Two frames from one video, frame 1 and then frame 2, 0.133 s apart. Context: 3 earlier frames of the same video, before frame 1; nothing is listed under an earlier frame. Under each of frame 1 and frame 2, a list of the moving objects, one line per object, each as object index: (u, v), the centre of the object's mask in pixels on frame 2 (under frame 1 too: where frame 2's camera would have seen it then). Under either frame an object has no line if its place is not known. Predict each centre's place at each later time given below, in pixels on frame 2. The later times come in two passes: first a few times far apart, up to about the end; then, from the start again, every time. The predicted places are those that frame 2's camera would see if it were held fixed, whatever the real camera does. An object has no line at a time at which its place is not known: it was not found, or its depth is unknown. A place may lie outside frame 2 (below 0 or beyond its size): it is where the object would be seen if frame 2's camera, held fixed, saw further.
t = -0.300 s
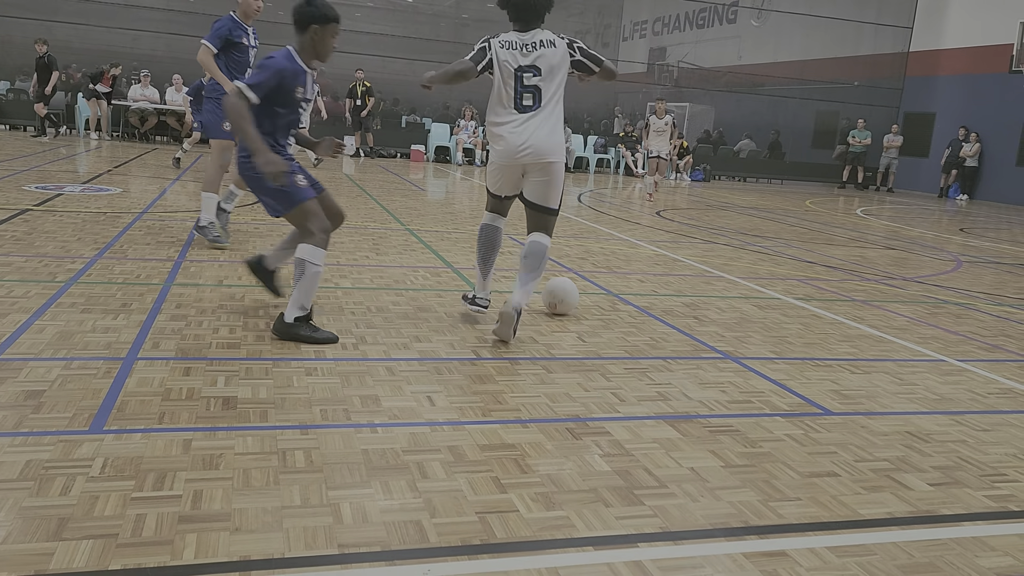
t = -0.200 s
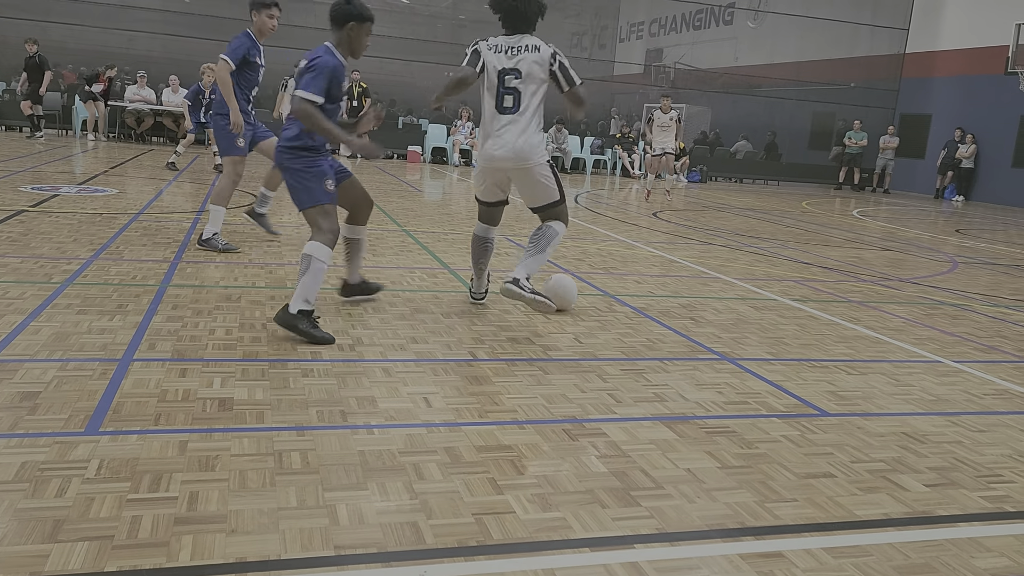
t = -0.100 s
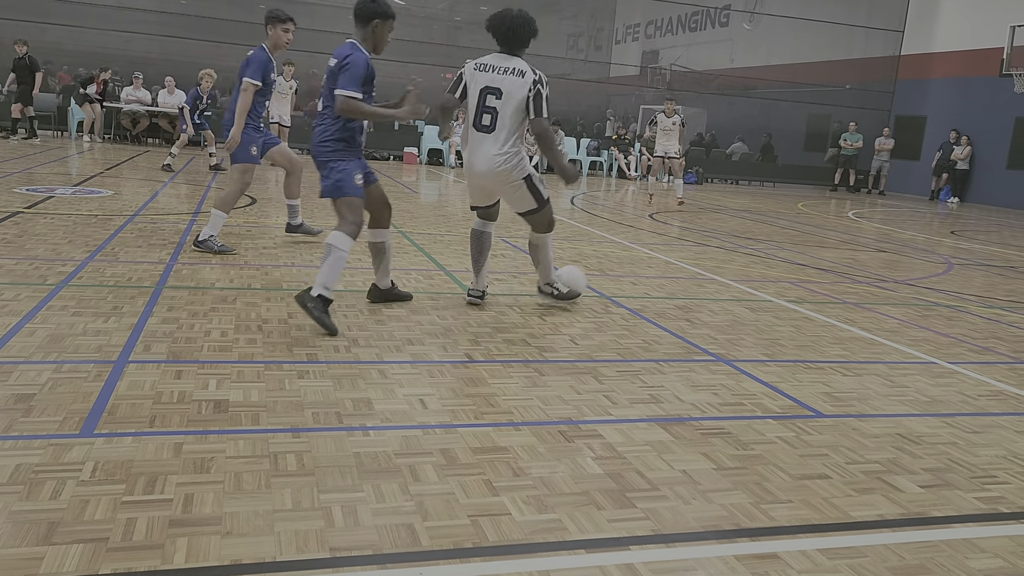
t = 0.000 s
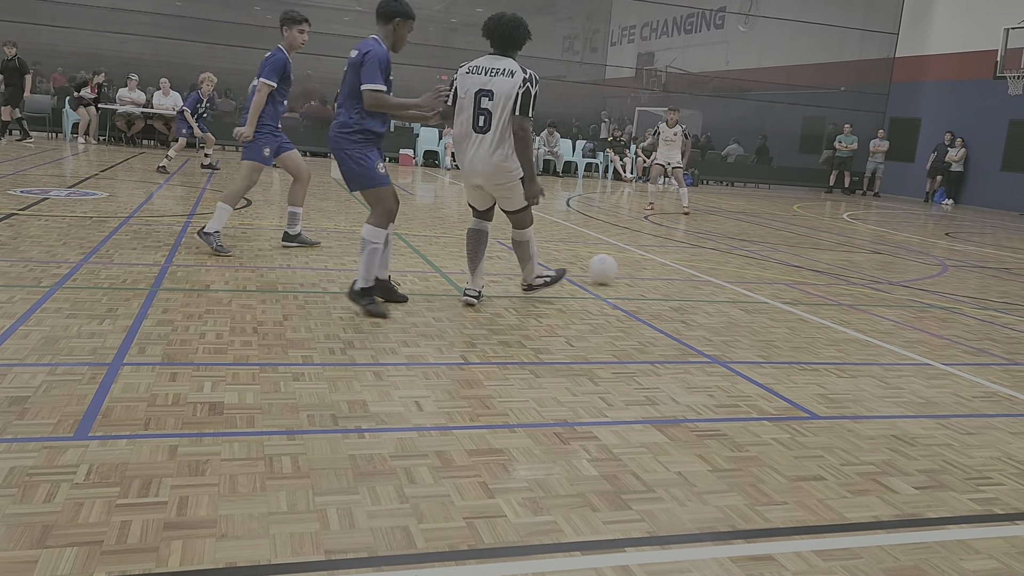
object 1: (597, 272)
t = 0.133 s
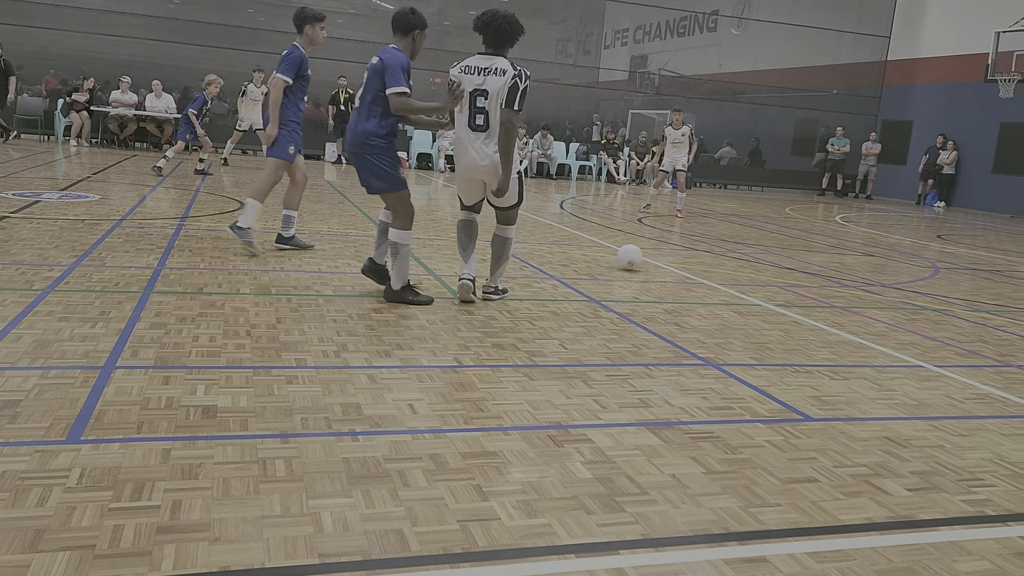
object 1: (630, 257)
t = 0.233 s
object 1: (648, 249)
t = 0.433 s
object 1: (675, 238)
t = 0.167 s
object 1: (636, 255)
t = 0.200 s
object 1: (642, 252)
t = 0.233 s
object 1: (648, 249)
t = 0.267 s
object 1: (653, 248)
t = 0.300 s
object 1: (657, 246)
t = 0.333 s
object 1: (662, 244)
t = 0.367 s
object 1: (667, 242)
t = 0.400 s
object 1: (671, 240)
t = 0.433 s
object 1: (675, 238)
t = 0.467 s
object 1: (679, 236)
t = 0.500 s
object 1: (682, 235)
